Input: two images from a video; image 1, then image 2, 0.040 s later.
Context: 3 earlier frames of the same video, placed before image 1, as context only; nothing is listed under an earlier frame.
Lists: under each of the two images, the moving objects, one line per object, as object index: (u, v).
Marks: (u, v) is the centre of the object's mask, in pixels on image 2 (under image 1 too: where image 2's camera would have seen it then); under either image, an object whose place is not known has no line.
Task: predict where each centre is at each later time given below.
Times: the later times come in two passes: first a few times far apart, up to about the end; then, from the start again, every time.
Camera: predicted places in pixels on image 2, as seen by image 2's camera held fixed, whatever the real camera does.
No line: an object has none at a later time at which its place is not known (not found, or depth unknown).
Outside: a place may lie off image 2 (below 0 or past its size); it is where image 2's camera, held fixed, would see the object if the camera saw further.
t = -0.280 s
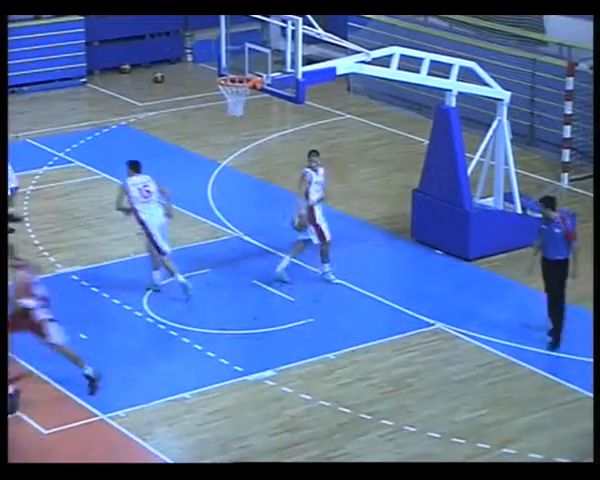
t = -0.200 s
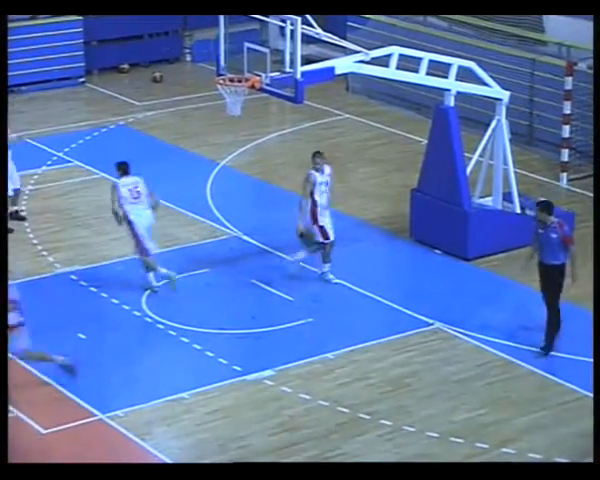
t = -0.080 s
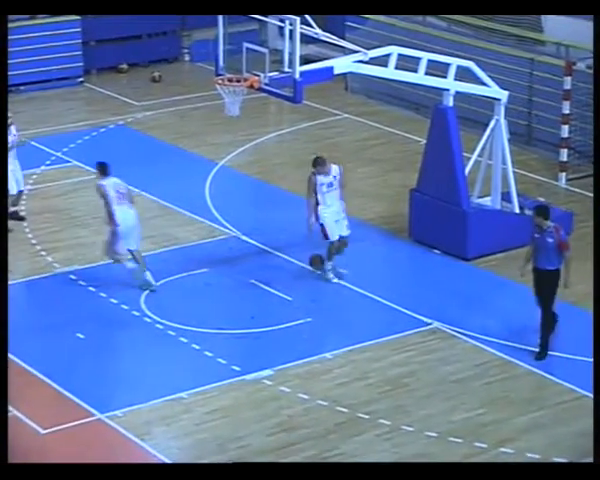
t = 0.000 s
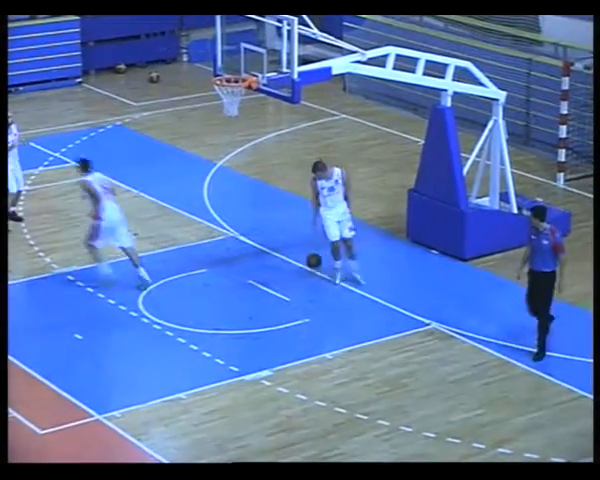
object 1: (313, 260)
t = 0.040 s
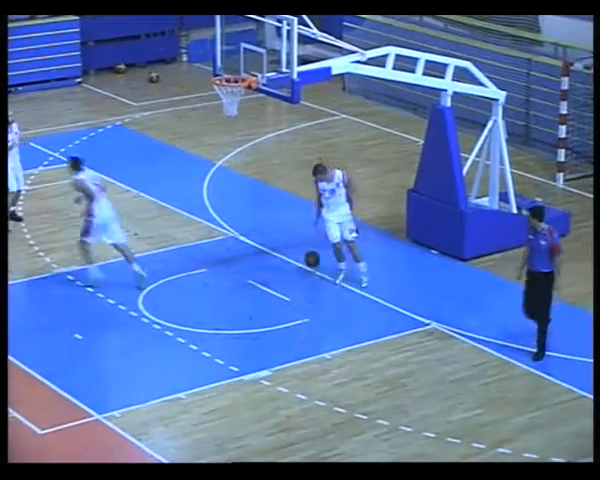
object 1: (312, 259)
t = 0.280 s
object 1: (292, 247)
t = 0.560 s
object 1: (262, 238)
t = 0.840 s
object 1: (232, 228)
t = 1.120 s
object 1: (206, 220)
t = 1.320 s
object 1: (187, 214)
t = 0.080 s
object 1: (311, 258)
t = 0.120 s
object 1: (309, 260)
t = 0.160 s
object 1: (306, 258)
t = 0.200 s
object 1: (301, 254)
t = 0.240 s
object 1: (297, 249)
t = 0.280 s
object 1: (292, 247)
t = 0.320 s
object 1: (288, 246)
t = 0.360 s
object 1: (284, 246)
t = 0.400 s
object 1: (279, 246)
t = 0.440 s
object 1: (274, 248)
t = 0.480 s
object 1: (270, 245)
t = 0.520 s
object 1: (266, 240)
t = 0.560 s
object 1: (262, 238)
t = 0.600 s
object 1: (258, 236)
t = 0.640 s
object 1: (253, 236)
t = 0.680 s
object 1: (248, 236)
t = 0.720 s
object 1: (244, 237)
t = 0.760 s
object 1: (240, 233)
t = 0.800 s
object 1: (236, 230)
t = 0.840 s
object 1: (232, 228)
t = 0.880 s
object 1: (228, 227)
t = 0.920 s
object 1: (224, 229)
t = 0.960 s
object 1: (221, 228)
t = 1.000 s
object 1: (217, 224)
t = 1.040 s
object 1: (213, 222)
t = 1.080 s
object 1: (209, 220)
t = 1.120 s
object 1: (206, 220)
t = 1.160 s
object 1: (202, 221)
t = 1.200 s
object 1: (198, 220)
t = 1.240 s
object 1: (195, 216)
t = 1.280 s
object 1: (191, 213)
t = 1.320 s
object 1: (187, 214)
